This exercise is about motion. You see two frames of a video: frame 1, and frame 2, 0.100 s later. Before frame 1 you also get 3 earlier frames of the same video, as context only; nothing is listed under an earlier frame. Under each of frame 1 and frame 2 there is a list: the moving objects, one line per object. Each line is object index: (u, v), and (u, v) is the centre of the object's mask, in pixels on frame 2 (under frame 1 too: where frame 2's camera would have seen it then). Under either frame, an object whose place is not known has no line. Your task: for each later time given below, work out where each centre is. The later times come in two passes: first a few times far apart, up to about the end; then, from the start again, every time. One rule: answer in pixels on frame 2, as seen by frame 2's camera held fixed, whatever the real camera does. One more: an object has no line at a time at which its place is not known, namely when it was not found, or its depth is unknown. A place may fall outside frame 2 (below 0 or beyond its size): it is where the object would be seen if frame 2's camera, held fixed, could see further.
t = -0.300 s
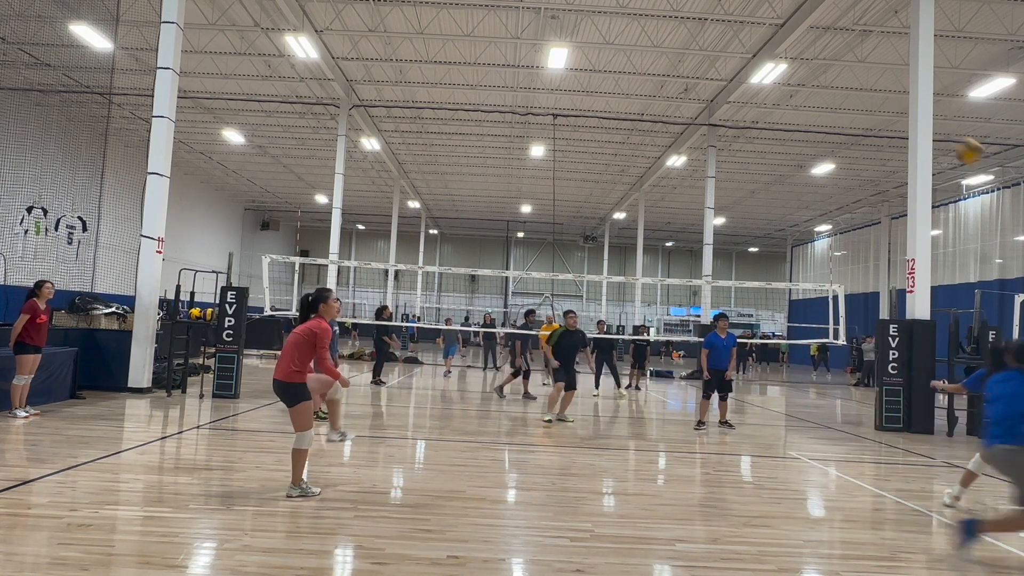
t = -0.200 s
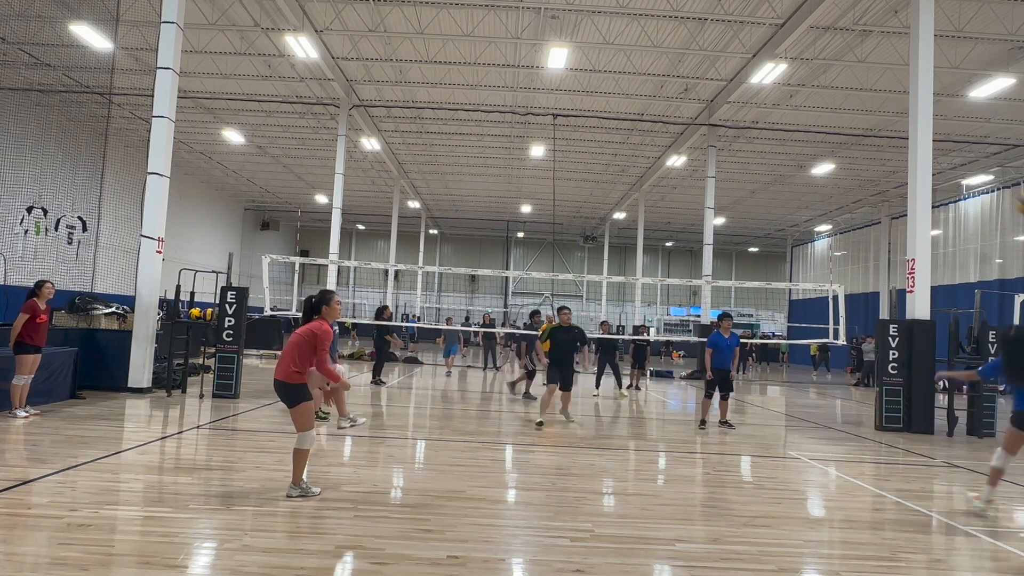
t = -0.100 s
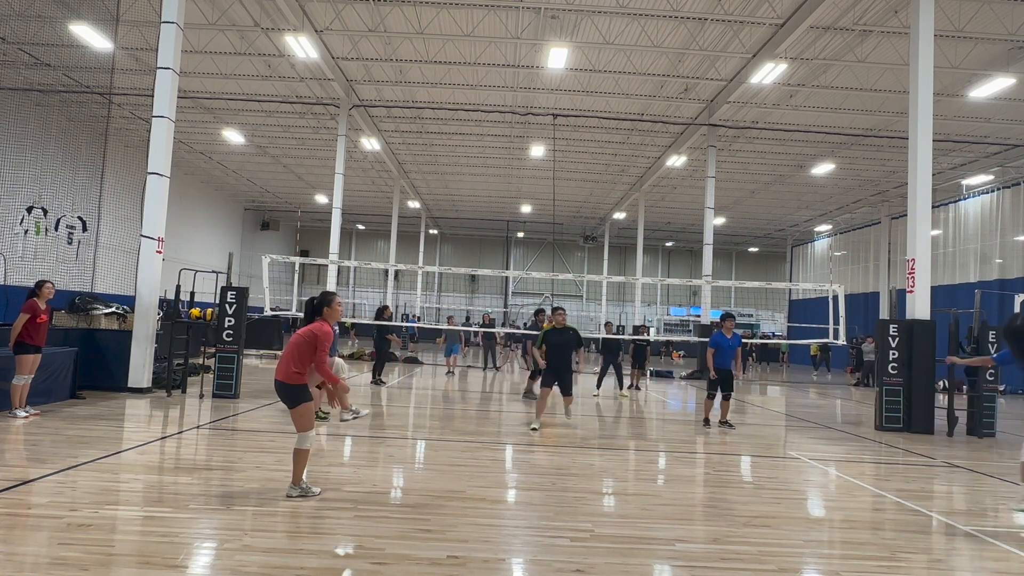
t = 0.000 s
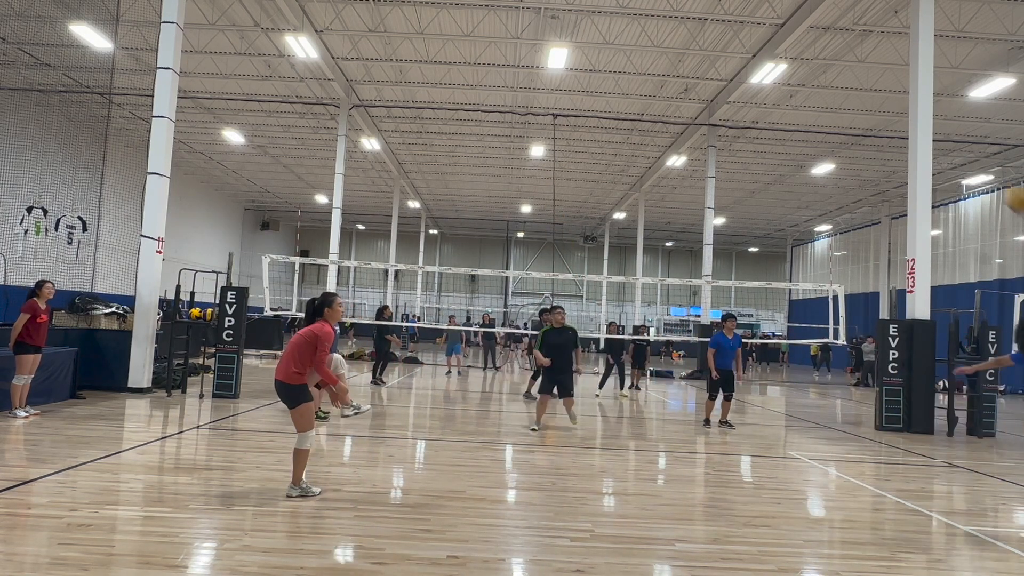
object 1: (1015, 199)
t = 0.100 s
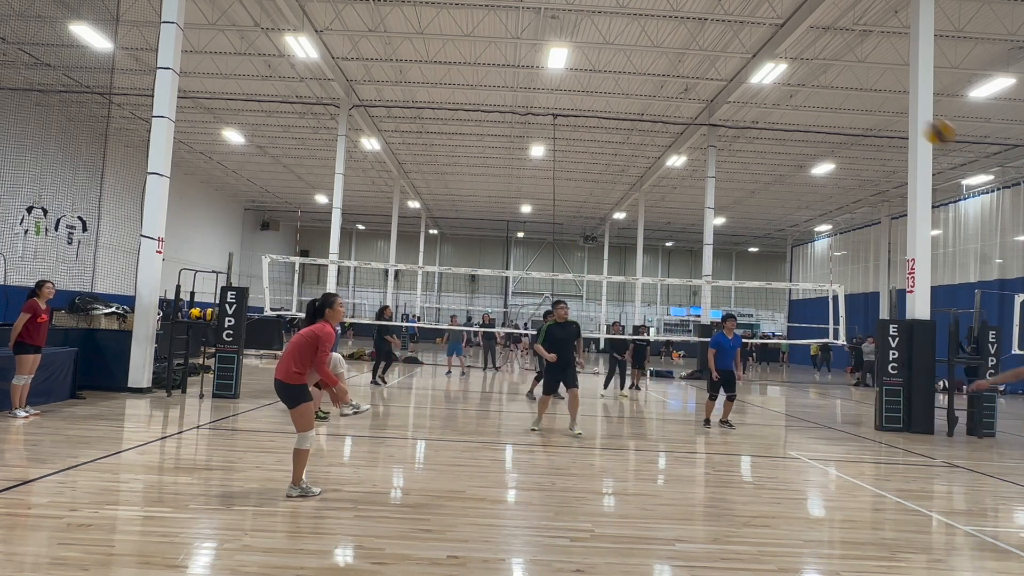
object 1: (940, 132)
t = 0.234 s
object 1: (842, 69)
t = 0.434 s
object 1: (720, 26)
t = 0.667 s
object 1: (604, 30)
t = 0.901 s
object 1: (508, 78)
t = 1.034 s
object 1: (461, 123)
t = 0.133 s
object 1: (913, 113)
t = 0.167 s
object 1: (890, 97)
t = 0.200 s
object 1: (866, 81)
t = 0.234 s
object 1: (842, 69)
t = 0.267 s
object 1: (820, 58)
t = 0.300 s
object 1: (798, 48)
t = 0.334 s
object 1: (777, 40)
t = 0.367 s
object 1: (757, 34)
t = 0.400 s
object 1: (737, 30)
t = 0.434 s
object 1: (720, 26)
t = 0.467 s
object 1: (702, 23)
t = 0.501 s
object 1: (685, 22)
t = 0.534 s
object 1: (667, 22)
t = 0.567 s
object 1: (651, 23)
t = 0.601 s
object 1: (635, 24)
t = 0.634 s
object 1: (620, 27)
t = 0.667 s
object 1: (604, 30)
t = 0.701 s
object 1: (590, 35)
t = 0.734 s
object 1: (576, 39)
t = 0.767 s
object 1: (563, 44)
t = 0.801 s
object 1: (546, 52)
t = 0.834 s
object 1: (534, 61)
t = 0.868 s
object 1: (521, 69)
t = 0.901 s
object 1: (508, 78)
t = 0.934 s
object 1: (496, 88)
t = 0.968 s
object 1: (484, 99)
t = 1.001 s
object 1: (473, 111)
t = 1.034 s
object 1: (461, 123)
